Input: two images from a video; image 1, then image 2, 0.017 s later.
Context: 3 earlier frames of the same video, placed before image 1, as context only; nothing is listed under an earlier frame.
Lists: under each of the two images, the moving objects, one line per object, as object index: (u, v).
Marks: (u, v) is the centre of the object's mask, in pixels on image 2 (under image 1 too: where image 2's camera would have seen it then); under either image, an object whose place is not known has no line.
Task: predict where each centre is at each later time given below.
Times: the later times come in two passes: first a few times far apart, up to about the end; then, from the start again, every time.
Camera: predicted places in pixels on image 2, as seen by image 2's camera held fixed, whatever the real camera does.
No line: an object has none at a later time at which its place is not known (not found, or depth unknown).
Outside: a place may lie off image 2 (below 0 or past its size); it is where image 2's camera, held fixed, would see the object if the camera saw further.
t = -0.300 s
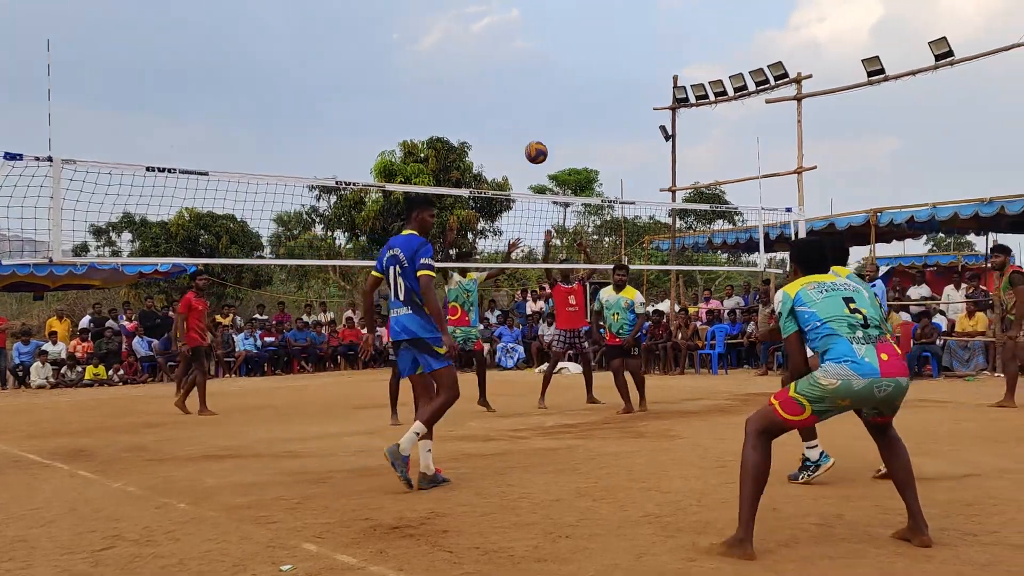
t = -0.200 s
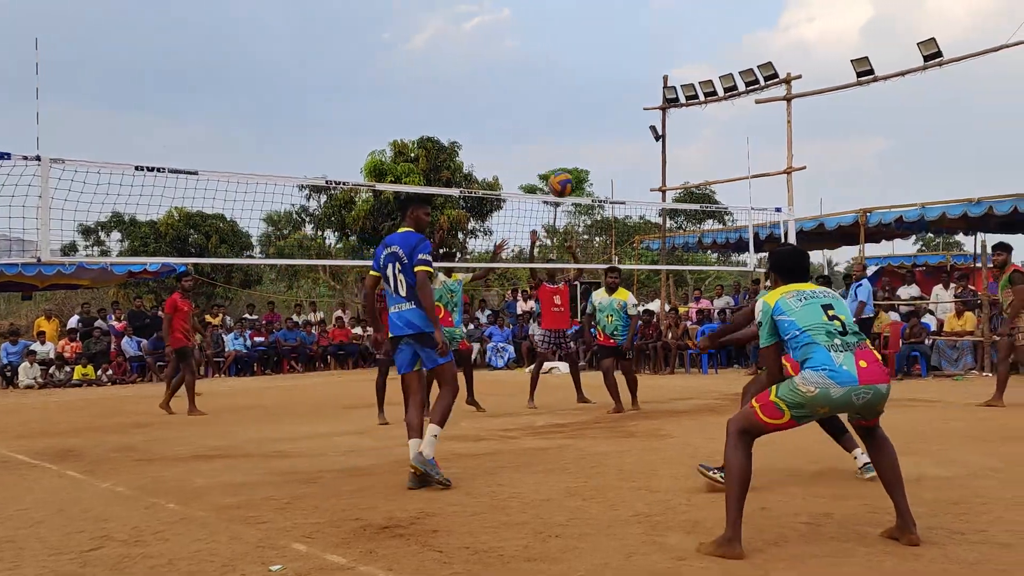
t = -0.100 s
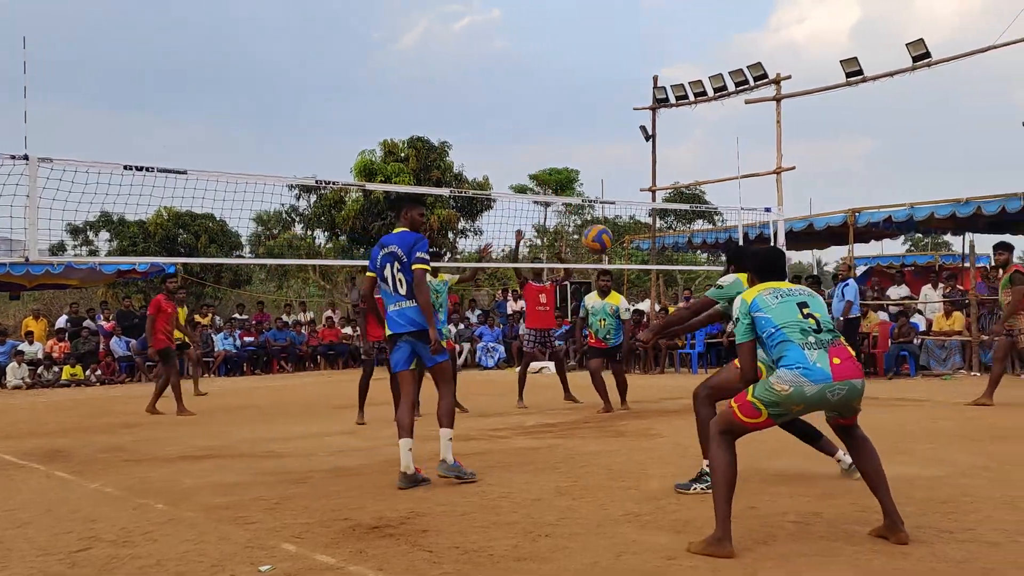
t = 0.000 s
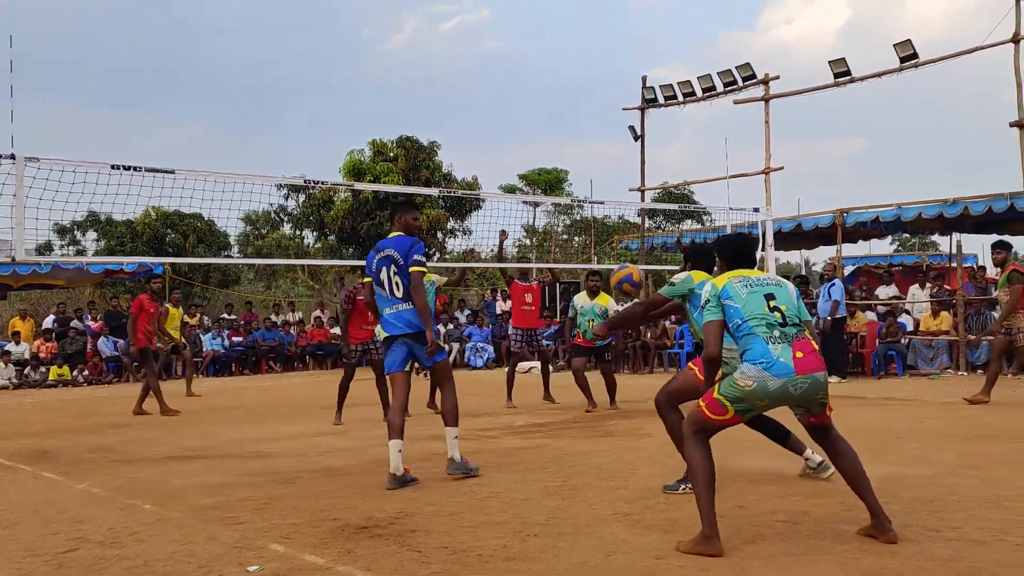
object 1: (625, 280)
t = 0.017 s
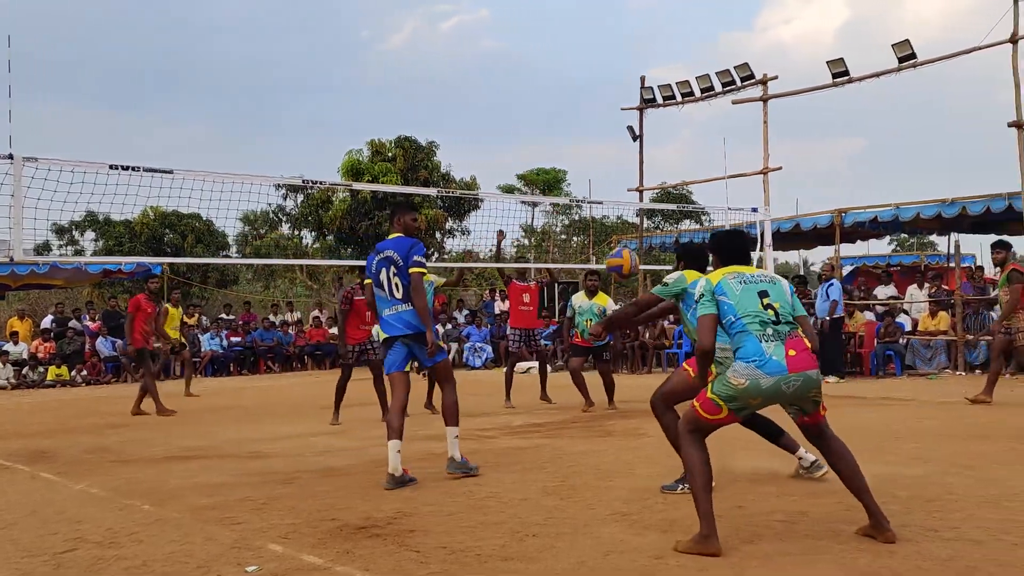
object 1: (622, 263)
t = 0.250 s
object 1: (579, 106)
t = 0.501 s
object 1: (549, 40)
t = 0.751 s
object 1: (528, 51)
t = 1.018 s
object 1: (513, 127)
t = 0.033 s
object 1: (618, 248)
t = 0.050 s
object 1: (615, 234)
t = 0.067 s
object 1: (612, 220)
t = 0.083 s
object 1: (608, 207)
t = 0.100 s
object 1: (605, 195)
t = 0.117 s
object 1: (601, 183)
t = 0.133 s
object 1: (598, 171)
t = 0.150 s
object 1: (595, 160)
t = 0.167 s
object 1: (593, 150)
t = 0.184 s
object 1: (590, 140)
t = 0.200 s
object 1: (587, 130)
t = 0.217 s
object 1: (585, 122)
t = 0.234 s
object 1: (582, 114)
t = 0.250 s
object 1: (579, 106)
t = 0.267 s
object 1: (577, 99)
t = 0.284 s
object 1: (574, 92)
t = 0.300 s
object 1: (572, 85)
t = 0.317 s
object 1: (570, 79)
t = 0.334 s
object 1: (568, 74)
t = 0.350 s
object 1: (566, 68)
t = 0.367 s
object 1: (564, 64)
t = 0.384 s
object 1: (562, 60)
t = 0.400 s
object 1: (560, 56)
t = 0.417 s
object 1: (558, 52)
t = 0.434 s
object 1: (556, 49)
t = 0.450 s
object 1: (554, 47)
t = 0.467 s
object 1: (552, 44)
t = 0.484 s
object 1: (551, 42)
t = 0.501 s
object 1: (549, 40)
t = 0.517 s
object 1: (548, 39)
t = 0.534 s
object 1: (546, 38)
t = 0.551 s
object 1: (544, 37)
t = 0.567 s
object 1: (543, 37)
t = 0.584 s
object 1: (541, 37)
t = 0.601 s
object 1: (540, 37)
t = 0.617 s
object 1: (538, 37)
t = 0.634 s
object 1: (537, 38)
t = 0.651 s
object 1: (535, 39)
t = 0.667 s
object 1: (534, 40)
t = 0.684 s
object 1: (533, 42)
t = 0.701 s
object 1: (532, 44)
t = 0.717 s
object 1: (531, 46)
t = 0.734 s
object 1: (529, 48)
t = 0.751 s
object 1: (528, 51)
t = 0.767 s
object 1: (527, 54)
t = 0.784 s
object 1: (526, 58)
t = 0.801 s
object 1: (525, 61)
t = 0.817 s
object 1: (523, 65)
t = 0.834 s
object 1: (522, 68)
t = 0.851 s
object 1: (522, 73)
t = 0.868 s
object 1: (521, 77)
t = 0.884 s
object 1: (520, 82)
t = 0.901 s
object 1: (519, 87)
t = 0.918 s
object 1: (518, 92)
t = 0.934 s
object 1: (517, 97)
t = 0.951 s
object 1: (516, 103)
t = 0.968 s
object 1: (515, 109)
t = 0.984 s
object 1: (514, 115)
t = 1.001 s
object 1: (513, 121)
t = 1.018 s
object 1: (513, 127)
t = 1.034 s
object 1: (512, 134)
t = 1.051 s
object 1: (511, 140)
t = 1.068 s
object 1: (510, 147)
